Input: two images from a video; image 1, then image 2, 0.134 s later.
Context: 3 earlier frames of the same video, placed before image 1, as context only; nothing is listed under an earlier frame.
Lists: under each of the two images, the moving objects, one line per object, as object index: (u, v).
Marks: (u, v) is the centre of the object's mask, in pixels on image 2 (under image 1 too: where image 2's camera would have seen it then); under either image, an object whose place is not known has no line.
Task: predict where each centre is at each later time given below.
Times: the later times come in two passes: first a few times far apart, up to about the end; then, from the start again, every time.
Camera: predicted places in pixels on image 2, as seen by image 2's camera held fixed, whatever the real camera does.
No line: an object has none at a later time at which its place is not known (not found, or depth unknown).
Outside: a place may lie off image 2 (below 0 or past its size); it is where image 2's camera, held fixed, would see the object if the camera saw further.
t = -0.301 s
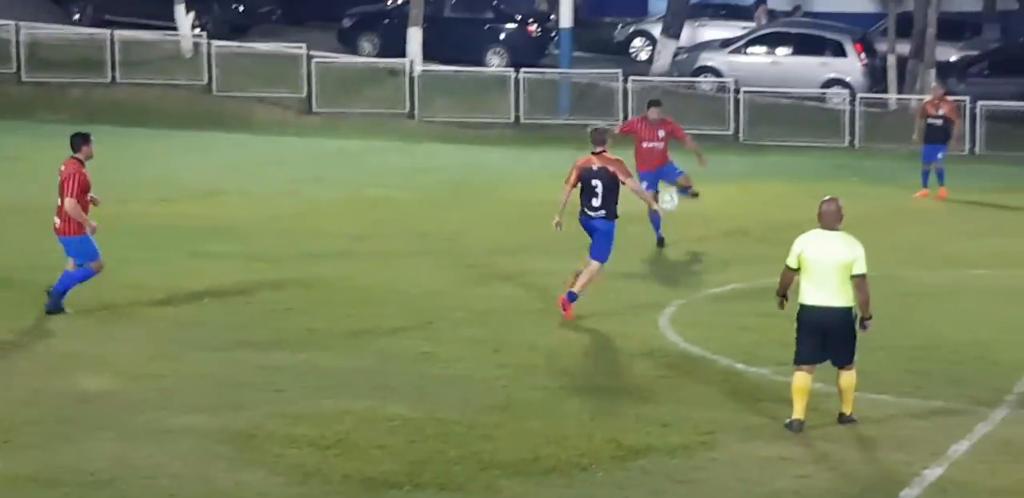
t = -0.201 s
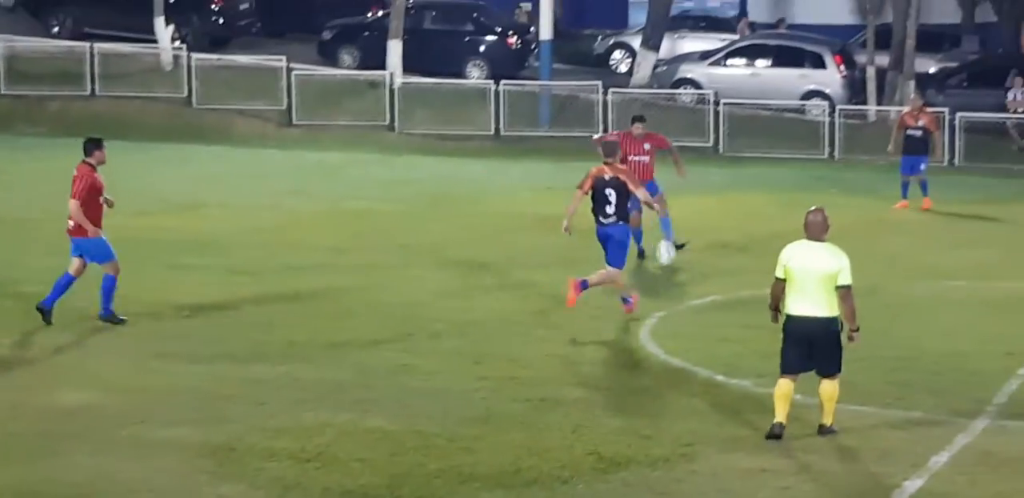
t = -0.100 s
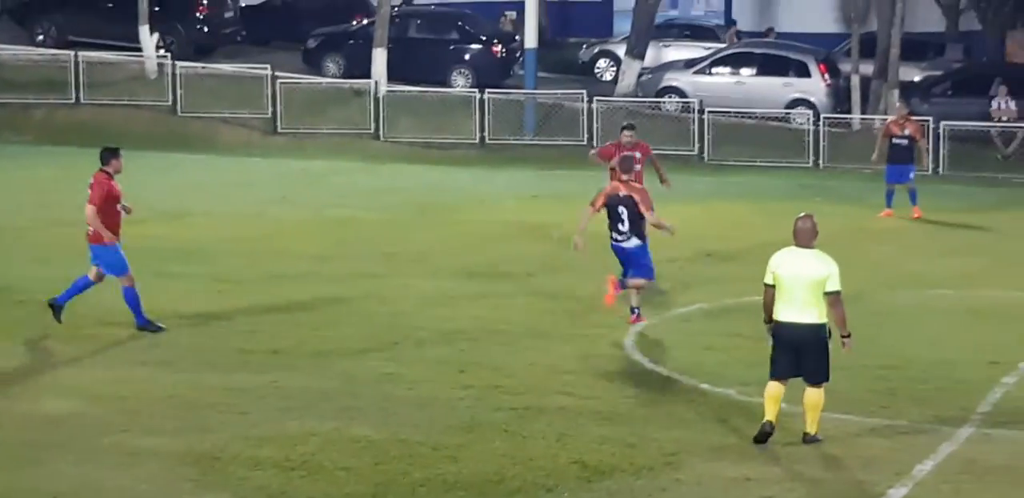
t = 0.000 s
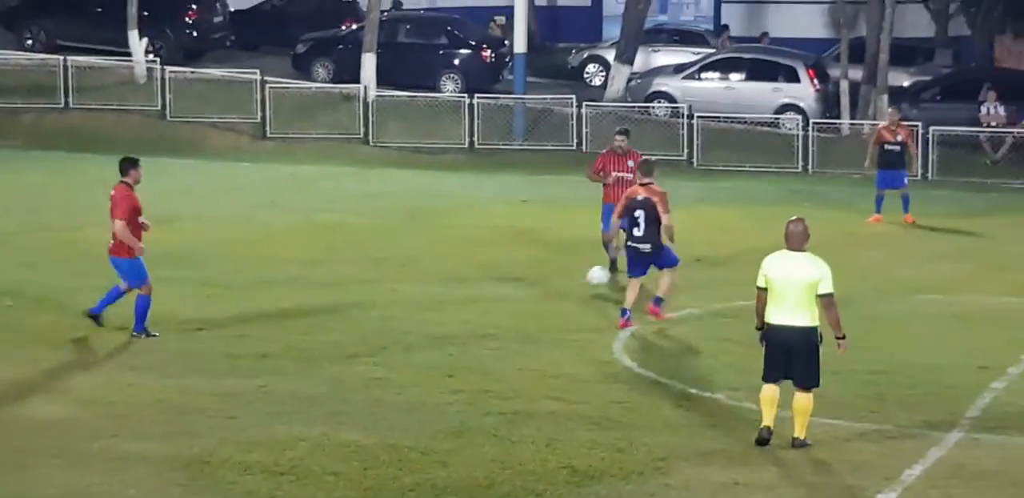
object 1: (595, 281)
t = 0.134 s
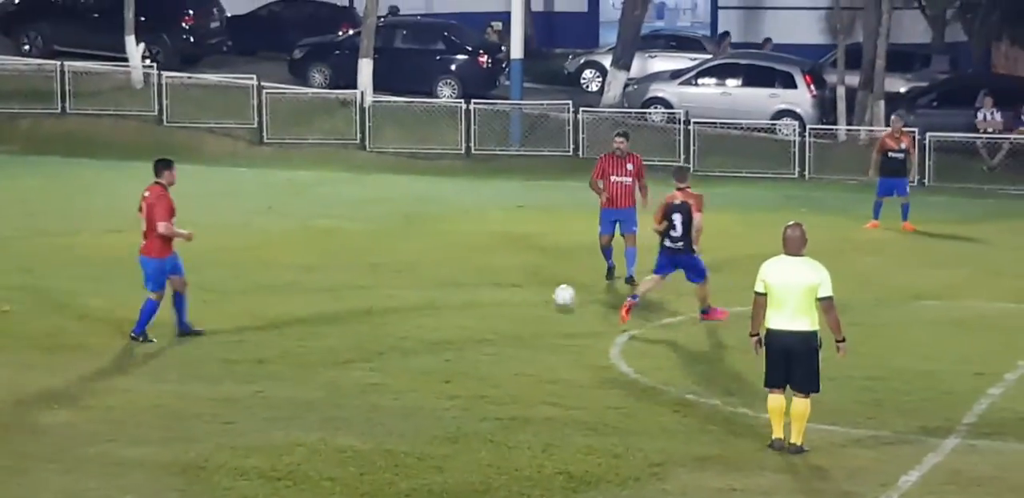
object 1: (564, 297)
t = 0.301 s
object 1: (531, 305)
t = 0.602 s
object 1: (473, 328)
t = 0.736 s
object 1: (446, 332)
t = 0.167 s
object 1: (557, 295)
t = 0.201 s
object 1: (551, 296)
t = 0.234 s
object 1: (545, 297)
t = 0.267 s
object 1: (538, 300)
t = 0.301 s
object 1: (531, 305)
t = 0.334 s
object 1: (525, 310)
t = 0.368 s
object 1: (518, 312)
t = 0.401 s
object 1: (512, 310)
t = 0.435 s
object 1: (506, 310)
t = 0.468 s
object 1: (499, 311)
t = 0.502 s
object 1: (493, 313)
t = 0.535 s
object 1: (486, 317)
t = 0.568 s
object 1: (479, 321)
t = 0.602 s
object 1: (473, 328)
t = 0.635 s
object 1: (466, 327)
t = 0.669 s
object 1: (459, 327)
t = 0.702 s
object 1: (453, 329)
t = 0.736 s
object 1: (446, 332)
